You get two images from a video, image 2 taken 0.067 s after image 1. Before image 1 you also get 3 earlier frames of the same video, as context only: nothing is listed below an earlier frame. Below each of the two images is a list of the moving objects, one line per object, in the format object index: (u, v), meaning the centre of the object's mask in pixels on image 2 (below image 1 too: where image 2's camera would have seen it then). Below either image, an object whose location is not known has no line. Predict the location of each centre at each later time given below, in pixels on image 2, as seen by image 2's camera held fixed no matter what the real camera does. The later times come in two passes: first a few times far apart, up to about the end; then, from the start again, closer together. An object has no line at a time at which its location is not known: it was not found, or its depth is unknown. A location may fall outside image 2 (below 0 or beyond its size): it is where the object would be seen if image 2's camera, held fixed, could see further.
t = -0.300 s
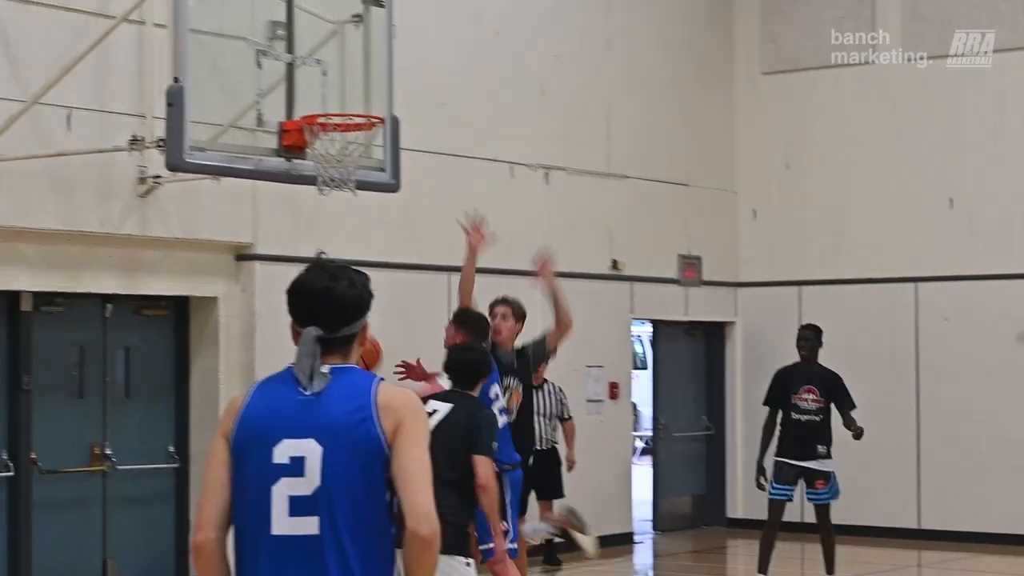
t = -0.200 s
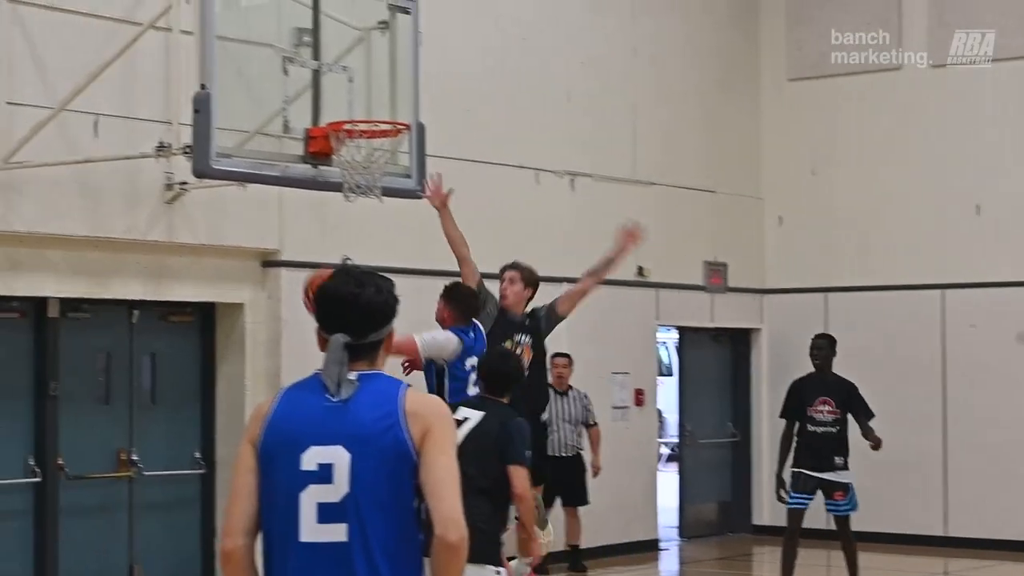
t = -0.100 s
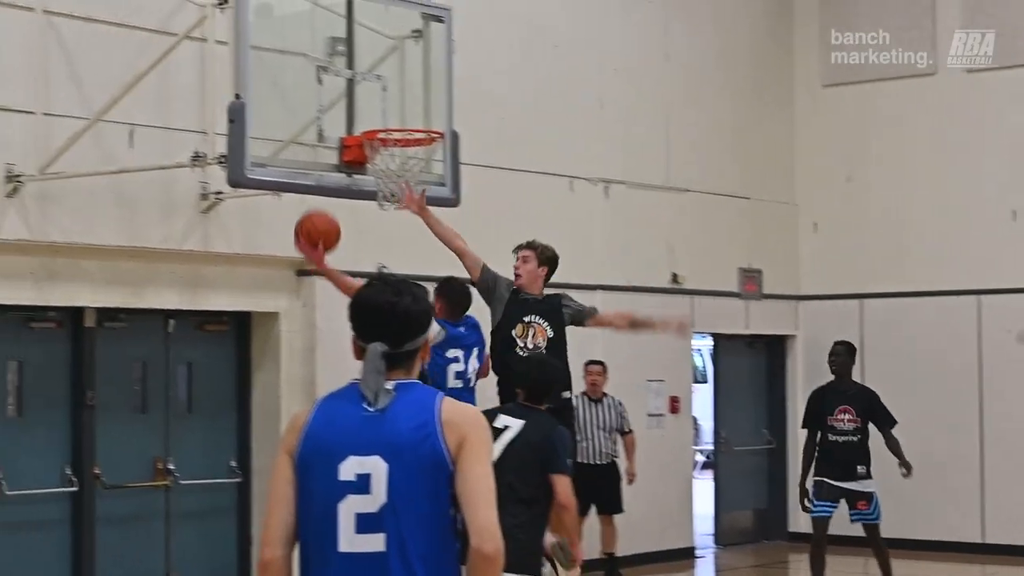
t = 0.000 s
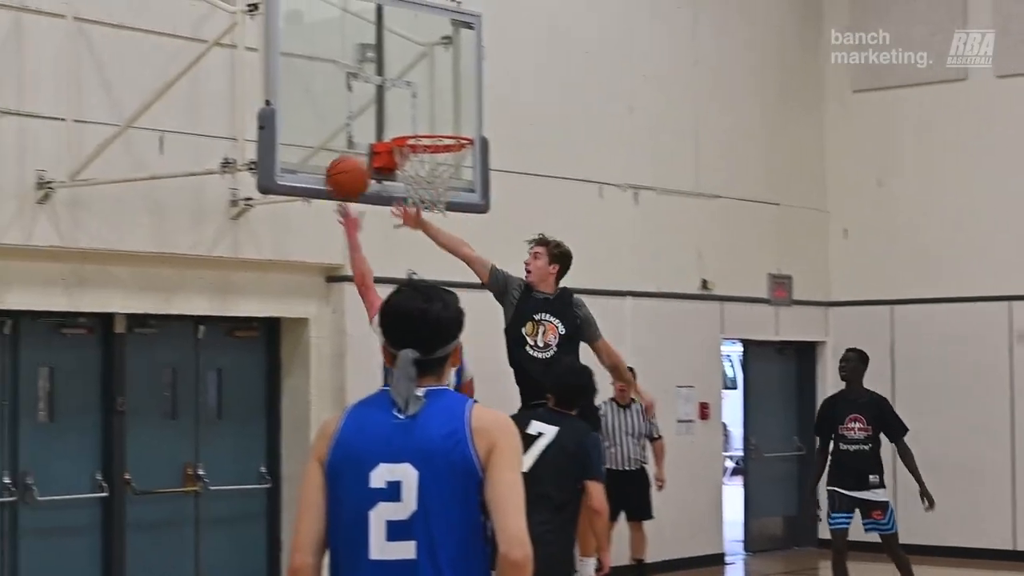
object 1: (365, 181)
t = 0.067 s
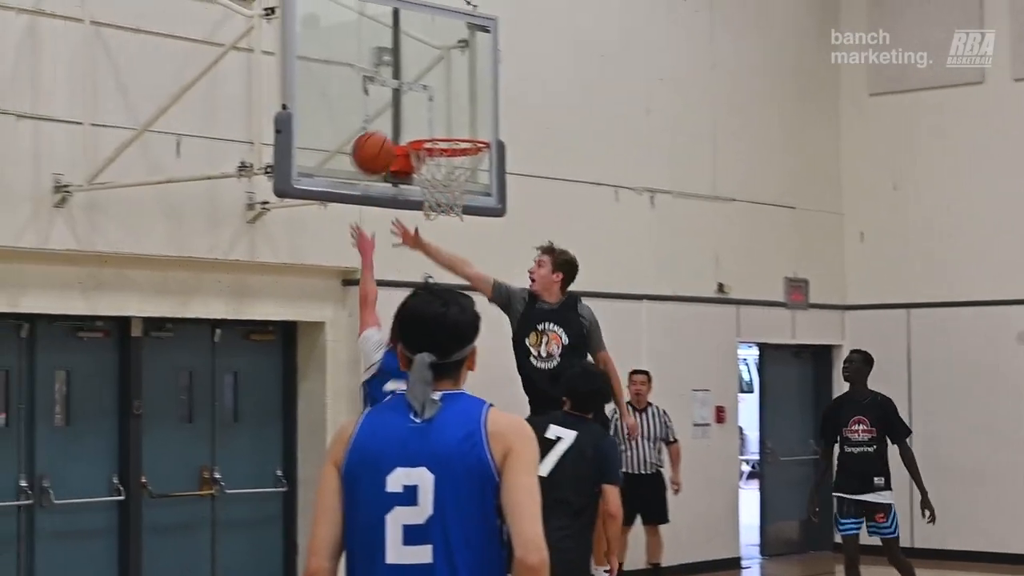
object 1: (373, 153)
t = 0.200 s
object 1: (390, 123)
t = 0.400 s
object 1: (400, 119)
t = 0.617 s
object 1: (434, 130)
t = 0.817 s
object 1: (463, 194)
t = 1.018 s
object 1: (464, 248)
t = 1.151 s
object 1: (465, 322)
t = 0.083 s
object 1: (375, 147)
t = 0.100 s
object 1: (378, 142)
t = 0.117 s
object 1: (379, 137)
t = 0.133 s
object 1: (381, 133)
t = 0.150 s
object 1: (384, 130)
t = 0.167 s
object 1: (386, 127)
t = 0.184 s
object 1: (388, 124)
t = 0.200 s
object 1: (390, 123)
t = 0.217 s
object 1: (392, 121)
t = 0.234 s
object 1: (395, 121)
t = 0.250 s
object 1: (397, 120)
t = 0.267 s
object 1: (399, 120)
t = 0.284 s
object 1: (401, 120)
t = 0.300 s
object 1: (403, 121)
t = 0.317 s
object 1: (404, 121)
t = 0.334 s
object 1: (403, 120)
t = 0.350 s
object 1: (402, 119)
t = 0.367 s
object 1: (401, 119)
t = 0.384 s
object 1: (400, 119)
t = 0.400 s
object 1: (400, 119)
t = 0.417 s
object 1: (399, 120)
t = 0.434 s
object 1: (399, 120)
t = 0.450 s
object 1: (402, 120)
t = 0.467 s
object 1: (405, 120)
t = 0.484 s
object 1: (408, 120)
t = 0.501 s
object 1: (411, 121)
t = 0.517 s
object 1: (415, 122)
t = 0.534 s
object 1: (418, 123)
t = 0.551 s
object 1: (421, 124)
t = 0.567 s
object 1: (424, 125)
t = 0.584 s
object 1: (427, 127)
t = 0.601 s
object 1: (431, 128)
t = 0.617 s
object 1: (434, 130)
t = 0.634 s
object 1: (439, 144)
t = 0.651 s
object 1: (441, 150)
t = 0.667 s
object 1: (444, 157)
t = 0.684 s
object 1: (447, 161)
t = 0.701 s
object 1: (450, 167)
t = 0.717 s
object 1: (453, 173)
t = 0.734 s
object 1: (456, 179)
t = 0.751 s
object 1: (458, 185)
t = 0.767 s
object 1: (460, 187)
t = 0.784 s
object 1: (461, 189)
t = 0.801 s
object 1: (462, 192)
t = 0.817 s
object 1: (463, 194)
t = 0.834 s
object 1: (463, 197)
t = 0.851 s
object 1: (463, 199)
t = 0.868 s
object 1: (463, 200)
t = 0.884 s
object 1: (463, 205)
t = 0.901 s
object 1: (464, 209)
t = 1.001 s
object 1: (464, 241)
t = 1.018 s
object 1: (464, 248)
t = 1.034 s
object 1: (464, 256)
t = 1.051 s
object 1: (465, 263)
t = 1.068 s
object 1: (465, 271)
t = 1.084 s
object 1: (465, 280)
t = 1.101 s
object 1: (466, 289)
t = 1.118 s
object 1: (466, 301)
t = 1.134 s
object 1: (466, 311)
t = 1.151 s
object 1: (465, 322)
